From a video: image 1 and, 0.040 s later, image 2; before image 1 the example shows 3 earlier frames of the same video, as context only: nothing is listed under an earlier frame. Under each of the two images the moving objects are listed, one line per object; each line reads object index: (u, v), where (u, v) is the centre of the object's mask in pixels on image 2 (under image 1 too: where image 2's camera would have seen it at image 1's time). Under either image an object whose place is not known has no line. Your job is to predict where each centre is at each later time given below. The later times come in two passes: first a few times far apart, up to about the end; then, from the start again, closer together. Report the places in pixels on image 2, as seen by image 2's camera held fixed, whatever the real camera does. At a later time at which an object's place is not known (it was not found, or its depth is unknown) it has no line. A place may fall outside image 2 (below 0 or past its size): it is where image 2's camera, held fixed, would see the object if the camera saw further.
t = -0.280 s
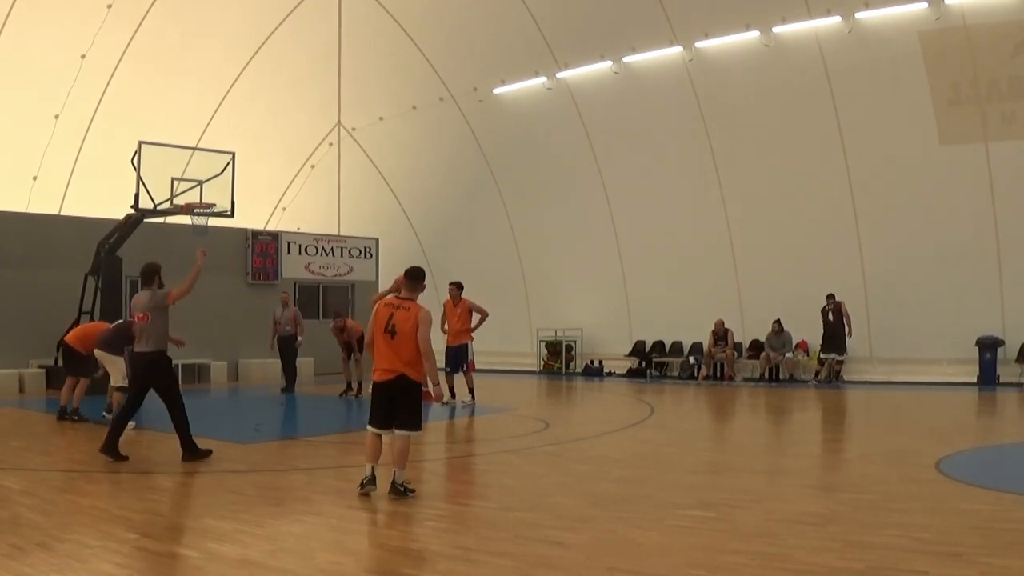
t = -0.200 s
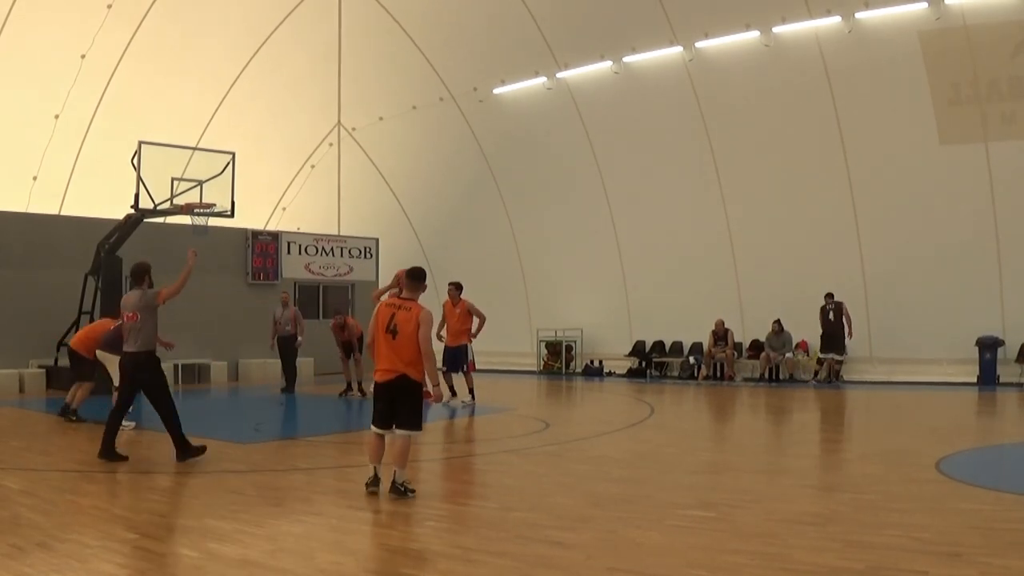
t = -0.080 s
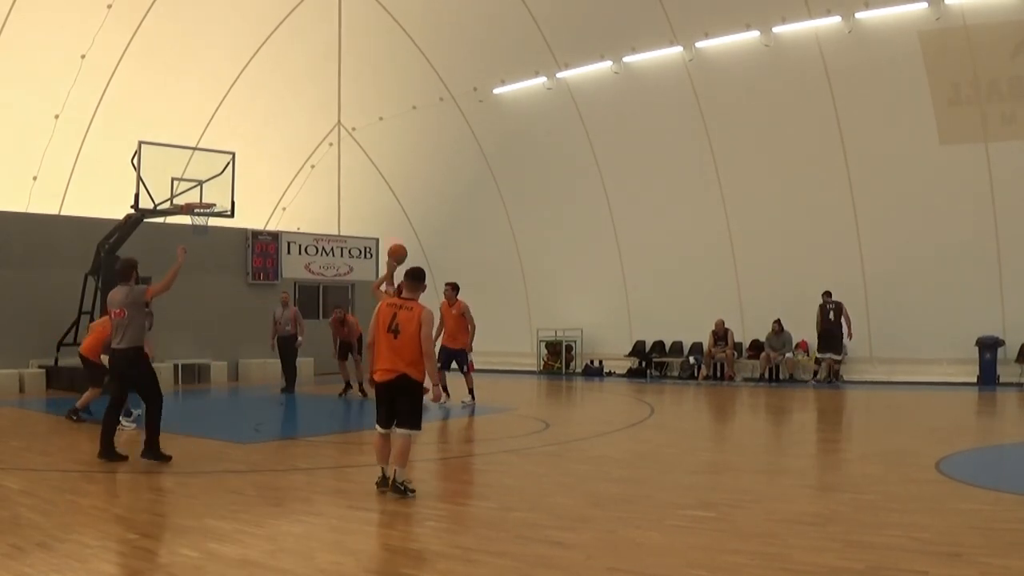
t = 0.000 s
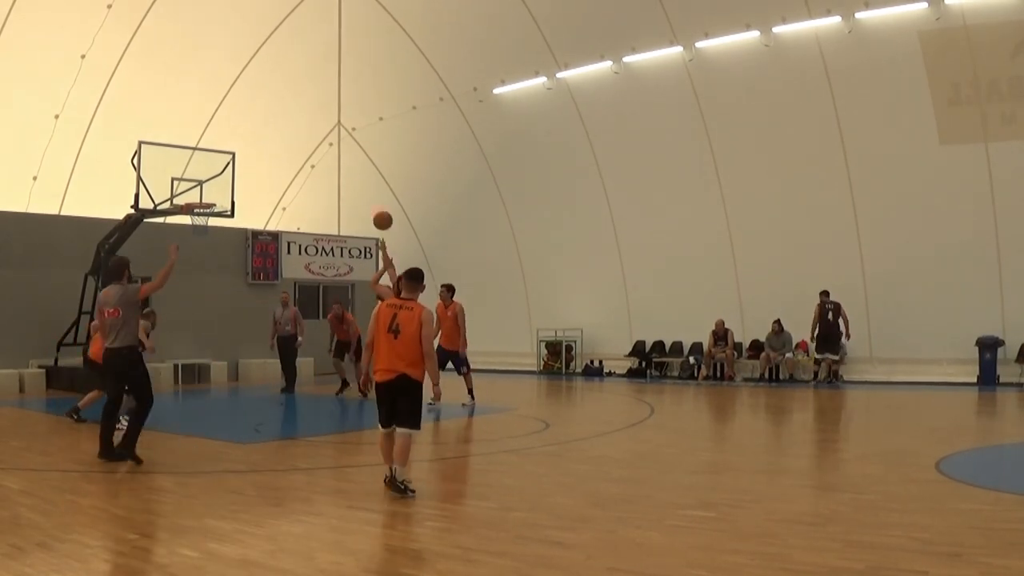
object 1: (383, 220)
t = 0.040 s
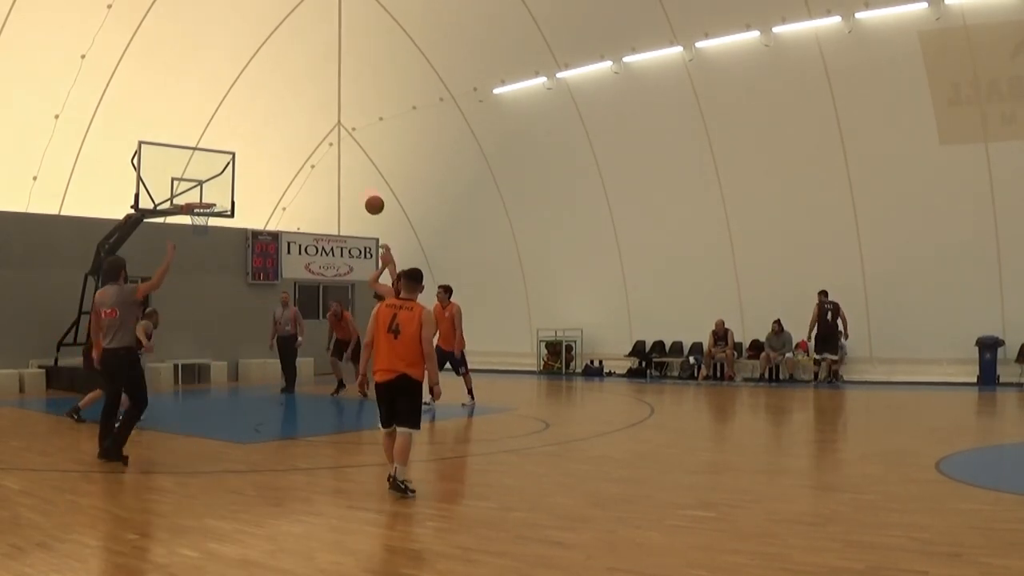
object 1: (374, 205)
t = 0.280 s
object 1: (328, 143)
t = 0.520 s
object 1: (287, 127)
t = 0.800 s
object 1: (244, 158)
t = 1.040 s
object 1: (211, 223)
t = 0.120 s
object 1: (358, 178)
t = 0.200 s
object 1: (343, 158)
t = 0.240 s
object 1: (336, 150)
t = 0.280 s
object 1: (328, 143)
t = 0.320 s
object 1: (321, 137)
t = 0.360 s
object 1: (314, 133)
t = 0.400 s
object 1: (307, 129)
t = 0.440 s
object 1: (301, 127)
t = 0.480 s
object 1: (294, 127)
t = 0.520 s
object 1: (287, 127)
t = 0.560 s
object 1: (281, 128)
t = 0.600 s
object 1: (275, 131)
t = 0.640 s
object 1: (269, 134)
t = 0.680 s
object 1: (262, 139)
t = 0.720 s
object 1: (256, 145)
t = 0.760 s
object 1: (250, 151)
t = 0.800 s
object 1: (244, 158)
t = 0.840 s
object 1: (239, 167)
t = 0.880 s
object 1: (233, 176)
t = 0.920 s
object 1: (227, 186)
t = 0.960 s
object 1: (222, 198)
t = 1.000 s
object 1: (216, 209)
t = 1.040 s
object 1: (211, 223)
